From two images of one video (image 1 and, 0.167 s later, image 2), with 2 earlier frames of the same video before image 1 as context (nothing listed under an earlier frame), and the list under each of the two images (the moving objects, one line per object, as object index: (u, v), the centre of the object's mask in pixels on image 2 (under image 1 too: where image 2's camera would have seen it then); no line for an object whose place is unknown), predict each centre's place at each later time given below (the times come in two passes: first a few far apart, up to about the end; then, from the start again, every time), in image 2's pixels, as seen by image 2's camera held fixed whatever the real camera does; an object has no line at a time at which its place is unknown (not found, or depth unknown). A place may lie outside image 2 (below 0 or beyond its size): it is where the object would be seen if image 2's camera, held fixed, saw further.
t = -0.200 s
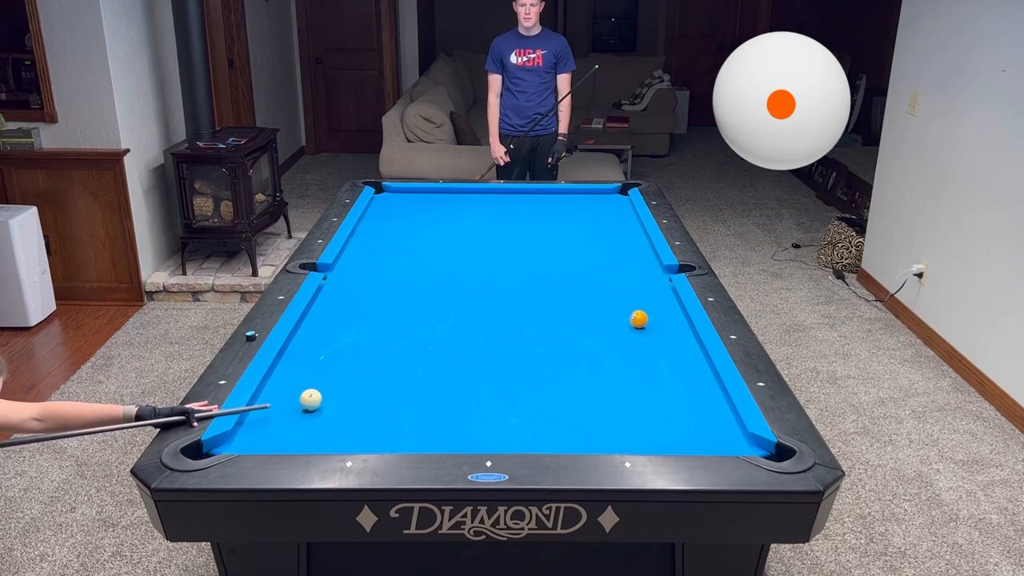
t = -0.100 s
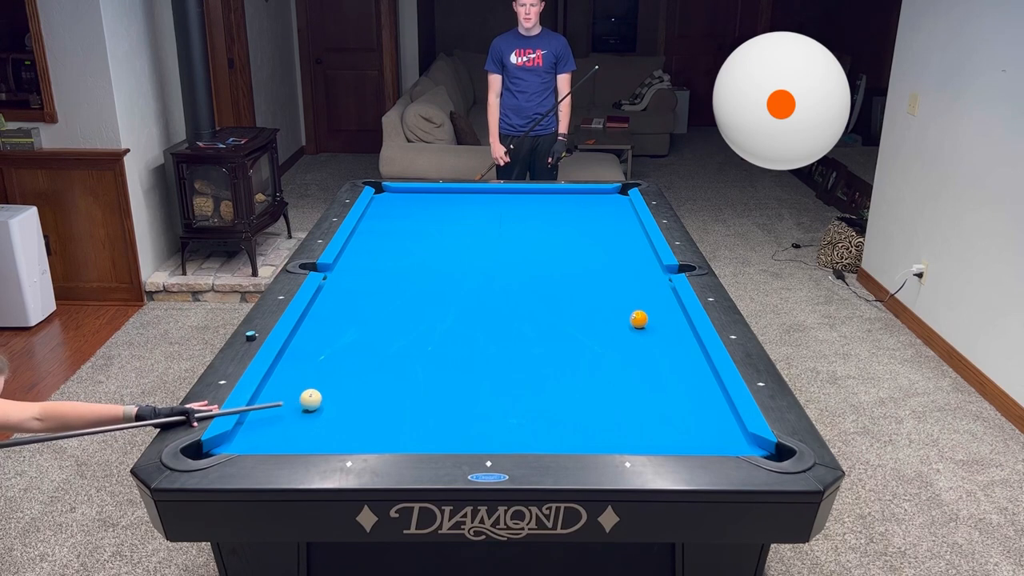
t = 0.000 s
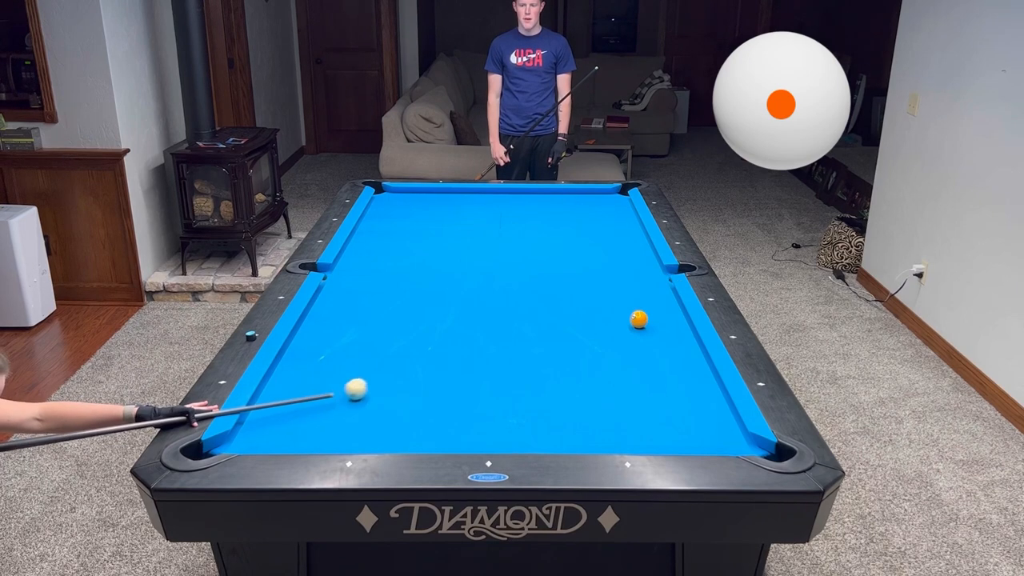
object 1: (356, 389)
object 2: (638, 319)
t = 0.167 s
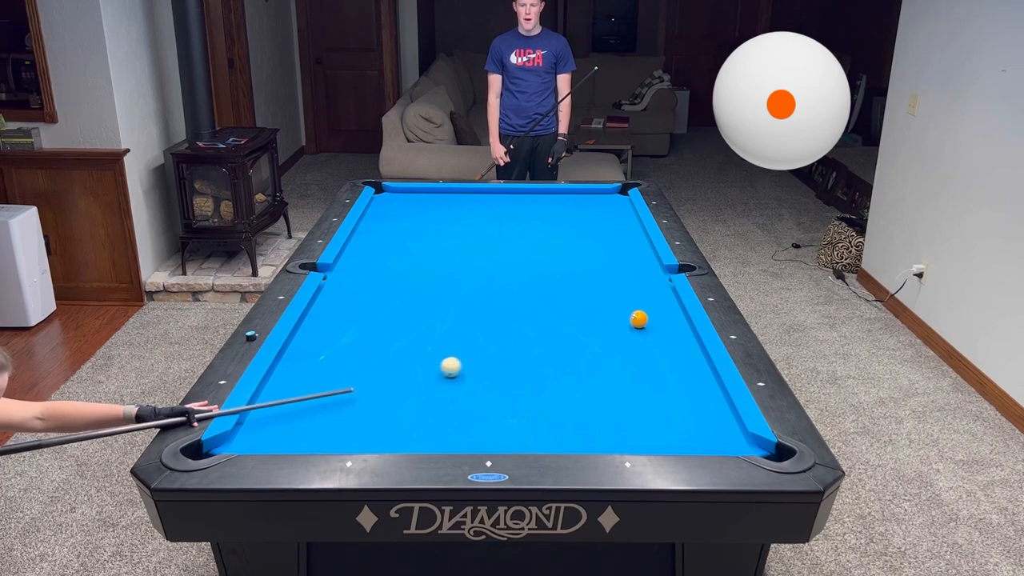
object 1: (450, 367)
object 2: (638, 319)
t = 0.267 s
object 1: (496, 357)
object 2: (638, 319)
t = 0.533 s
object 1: (604, 332)
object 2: (638, 319)
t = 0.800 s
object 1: (686, 330)
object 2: (652, 302)
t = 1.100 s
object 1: (640, 334)
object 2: (663, 283)
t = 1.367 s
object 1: (603, 338)
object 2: (647, 270)
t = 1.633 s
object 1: (568, 341)
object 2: (633, 259)
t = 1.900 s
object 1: (534, 345)
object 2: (622, 249)
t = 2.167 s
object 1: (501, 348)
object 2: (611, 240)
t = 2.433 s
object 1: (469, 351)
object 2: (601, 231)
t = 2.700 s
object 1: (438, 354)
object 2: (592, 224)
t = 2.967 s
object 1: (409, 357)
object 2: (584, 217)
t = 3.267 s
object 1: (377, 360)
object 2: (575, 211)
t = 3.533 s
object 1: (350, 363)
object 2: (569, 206)
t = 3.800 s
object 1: (325, 365)
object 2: (563, 201)
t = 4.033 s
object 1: (304, 367)
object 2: (558, 197)
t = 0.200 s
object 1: (466, 363)
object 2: (638, 319)
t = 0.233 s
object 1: (481, 360)
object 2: (638, 319)
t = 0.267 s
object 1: (496, 357)
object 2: (638, 319)
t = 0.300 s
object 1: (510, 353)
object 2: (638, 319)
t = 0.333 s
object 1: (524, 350)
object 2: (638, 319)
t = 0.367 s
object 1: (538, 347)
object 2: (638, 319)
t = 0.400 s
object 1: (552, 344)
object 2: (638, 319)
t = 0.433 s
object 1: (565, 341)
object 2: (638, 319)
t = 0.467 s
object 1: (578, 338)
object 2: (638, 319)
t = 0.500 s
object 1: (591, 335)
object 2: (638, 319)
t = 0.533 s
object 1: (604, 332)
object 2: (638, 319)
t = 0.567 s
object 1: (616, 329)
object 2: (638, 319)
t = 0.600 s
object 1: (628, 327)
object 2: (640, 318)
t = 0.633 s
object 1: (639, 326)
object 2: (641, 314)
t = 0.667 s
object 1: (648, 328)
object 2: (643, 313)
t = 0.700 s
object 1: (657, 328)
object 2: (646, 311)
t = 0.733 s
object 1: (667, 329)
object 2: (648, 308)
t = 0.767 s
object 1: (676, 330)
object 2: (650, 305)
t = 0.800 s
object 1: (686, 330)
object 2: (652, 302)
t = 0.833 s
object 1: (682, 330)
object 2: (654, 300)
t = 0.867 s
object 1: (675, 331)
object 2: (656, 298)
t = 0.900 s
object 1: (669, 331)
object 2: (658, 295)
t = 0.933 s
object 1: (664, 332)
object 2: (660, 293)
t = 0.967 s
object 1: (658, 332)
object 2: (662, 291)
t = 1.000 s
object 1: (654, 333)
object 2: (663, 289)
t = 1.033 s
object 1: (649, 333)
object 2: (665, 287)
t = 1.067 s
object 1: (644, 334)
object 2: (665, 285)
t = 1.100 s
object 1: (640, 334)
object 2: (663, 283)
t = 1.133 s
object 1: (635, 335)
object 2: (660, 282)
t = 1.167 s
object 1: (631, 335)
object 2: (658, 280)
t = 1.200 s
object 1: (626, 336)
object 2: (657, 279)
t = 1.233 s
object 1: (622, 336)
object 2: (655, 277)
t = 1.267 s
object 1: (617, 336)
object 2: (652, 275)
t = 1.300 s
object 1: (612, 337)
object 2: (650, 274)
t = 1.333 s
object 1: (608, 337)
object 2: (649, 272)
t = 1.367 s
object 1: (603, 338)
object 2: (647, 270)
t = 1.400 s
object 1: (599, 338)
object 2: (645, 269)
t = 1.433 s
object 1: (595, 338)
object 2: (643, 267)
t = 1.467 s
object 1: (590, 339)
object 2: (642, 266)
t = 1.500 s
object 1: (585, 339)
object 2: (640, 264)
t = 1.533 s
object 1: (581, 340)
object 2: (638, 263)
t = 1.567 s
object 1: (577, 340)
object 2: (637, 262)
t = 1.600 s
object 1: (573, 341)
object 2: (635, 260)
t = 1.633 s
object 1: (568, 341)
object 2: (633, 259)
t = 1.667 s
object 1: (564, 342)
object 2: (632, 258)
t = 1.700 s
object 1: (559, 342)
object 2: (630, 256)
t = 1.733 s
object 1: (555, 342)
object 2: (629, 255)
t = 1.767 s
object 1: (551, 343)
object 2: (628, 254)
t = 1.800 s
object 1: (547, 343)
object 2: (626, 253)
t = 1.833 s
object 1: (543, 343)
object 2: (624, 251)
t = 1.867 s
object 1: (538, 344)
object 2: (623, 250)
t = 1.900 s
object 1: (534, 345)
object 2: (622, 249)
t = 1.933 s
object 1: (530, 345)
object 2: (620, 248)
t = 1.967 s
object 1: (526, 345)
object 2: (618, 246)
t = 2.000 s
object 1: (522, 346)
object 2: (617, 245)
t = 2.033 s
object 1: (517, 346)
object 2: (616, 244)
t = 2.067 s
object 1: (513, 347)
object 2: (614, 243)
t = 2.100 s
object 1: (509, 347)
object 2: (613, 242)
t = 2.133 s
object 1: (505, 348)
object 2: (612, 241)
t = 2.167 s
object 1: (501, 348)
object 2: (611, 240)
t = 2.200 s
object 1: (497, 348)
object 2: (609, 239)
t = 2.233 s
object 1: (493, 349)
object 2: (608, 238)
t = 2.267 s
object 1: (489, 349)
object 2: (607, 236)
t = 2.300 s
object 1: (485, 349)
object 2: (606, 235)
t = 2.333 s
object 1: (481, 350)
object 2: (604, 234)
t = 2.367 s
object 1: (477, 350)
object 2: (603, 233)
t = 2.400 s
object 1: (473, 351)
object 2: (602, 232)
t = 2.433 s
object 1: (469, 351)
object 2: (601, 231)
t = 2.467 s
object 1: (465, 351)
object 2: (600, 230)
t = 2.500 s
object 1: (461, 352)
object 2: (598, 229)
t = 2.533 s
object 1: (457, 352)
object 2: (597, 229)
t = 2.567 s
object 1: (453, 352)
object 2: (596, 228)
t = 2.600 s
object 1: (450, 353)
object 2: (595, 227)
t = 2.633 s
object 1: (446, 353)
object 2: (594, 226)
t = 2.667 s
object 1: (442, 354)
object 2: (593, 225)
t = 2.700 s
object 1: (438, 354)
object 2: (592, 224)
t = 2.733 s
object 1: (434, 354)
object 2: (591, 223)
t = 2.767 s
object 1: (431, 355)
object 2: (589, 222)
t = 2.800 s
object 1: (427, 355)
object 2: (588, 221)
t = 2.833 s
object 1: (423, 356)
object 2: (588, 221)
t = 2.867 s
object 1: (420, 356)
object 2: (586, 220)
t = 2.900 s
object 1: (416, 356)
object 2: (586, 219)
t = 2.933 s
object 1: (412, 356)
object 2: (584, 218)
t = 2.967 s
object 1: (409, 357)
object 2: (584, 217)
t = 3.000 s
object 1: (405, 357)
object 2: (583, 217)
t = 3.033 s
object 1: (402, 357)
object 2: (582, 216)
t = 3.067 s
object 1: (398, 358)
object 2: (581, 215)
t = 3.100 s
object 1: (394, 358)
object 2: (580, 214)
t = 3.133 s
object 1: (391, 359)
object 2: (579, 214)
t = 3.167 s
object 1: (387, 359)
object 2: (578, 213)
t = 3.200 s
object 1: (384, 359)
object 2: (577, 212)
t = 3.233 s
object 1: (380, 360)
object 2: (576, 212)
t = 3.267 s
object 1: (377, 360)
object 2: (575, 211)
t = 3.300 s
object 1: (373, 360)
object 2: (574, 210)
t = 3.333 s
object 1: (370, 361)
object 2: (573, 209)
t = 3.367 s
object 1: (367, 361)
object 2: (573, 209)
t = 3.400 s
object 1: (363, 361)
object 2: (572, 208)
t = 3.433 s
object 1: (360, 362)
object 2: (571, 207)
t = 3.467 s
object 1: (357, 362)
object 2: (570, 207)
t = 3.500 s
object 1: (353, 362)
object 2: (569, 206)
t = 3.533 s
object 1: (350, 363)
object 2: (569, 206)
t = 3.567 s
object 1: (347, 363)
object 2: (568, 205)
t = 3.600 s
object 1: (344, 363)
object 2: (567, 204)
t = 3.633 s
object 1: (340, 363)
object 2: (566, 204)
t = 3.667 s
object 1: (337, 364)
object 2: (566, 203)
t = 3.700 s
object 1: (334, 364)
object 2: (565, 202)
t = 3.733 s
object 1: (331, 364)
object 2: (564, 202)
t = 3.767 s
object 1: (328, 365)
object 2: (563, 201)
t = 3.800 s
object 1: (325, 365)
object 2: (563, 201)
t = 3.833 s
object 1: (322, 365)
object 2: (562, 200)
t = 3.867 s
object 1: (319, 365)
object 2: (561, 200)
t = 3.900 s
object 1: (316, 365)
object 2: (561, 199)
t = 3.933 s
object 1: (313, 366)
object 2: (560, 199)
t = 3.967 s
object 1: (310, 366)
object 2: (560, 198)
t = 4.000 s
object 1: (307, 366)
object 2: (559, 198)
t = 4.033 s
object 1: (304, 367)
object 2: (558, 197)
